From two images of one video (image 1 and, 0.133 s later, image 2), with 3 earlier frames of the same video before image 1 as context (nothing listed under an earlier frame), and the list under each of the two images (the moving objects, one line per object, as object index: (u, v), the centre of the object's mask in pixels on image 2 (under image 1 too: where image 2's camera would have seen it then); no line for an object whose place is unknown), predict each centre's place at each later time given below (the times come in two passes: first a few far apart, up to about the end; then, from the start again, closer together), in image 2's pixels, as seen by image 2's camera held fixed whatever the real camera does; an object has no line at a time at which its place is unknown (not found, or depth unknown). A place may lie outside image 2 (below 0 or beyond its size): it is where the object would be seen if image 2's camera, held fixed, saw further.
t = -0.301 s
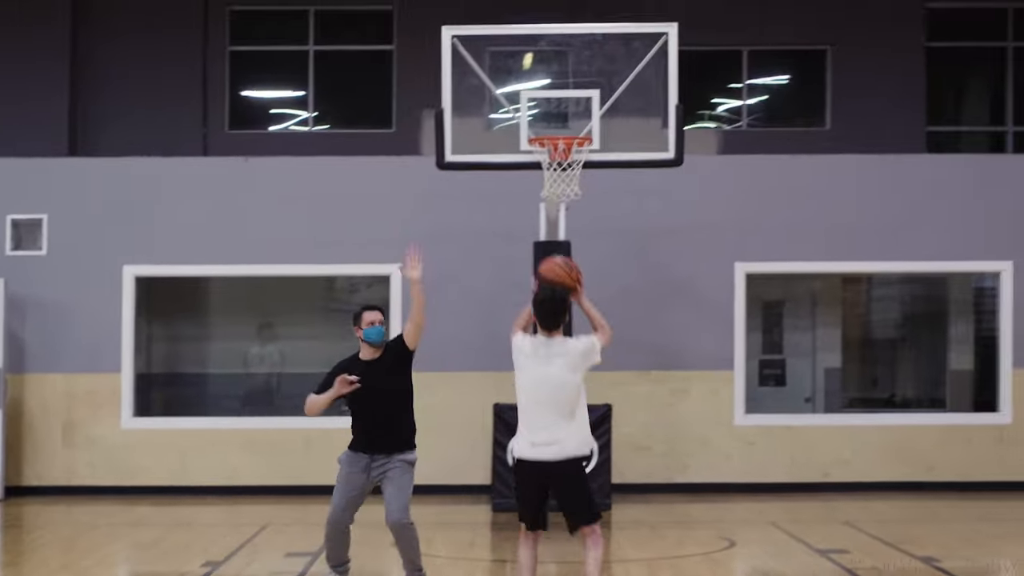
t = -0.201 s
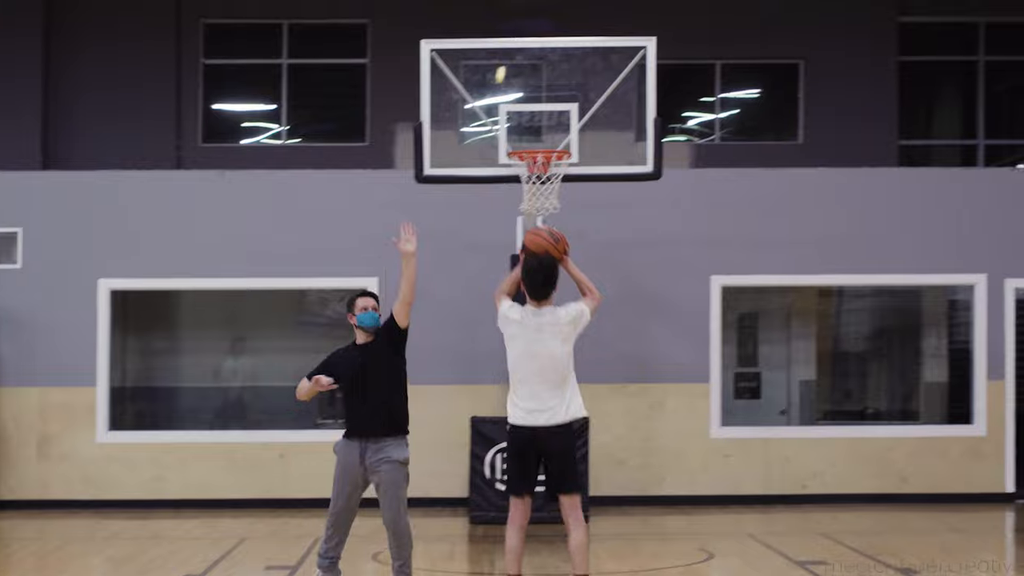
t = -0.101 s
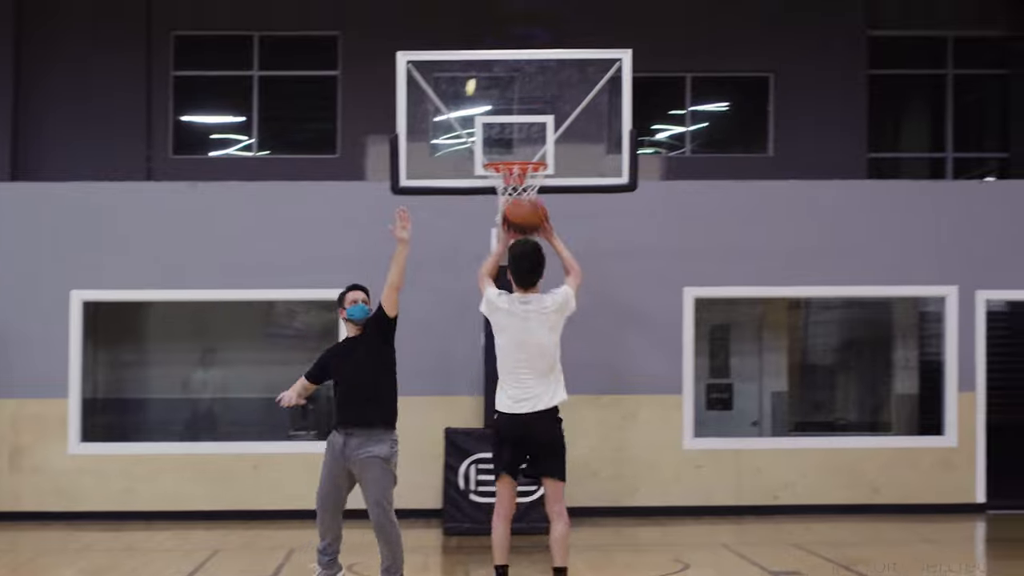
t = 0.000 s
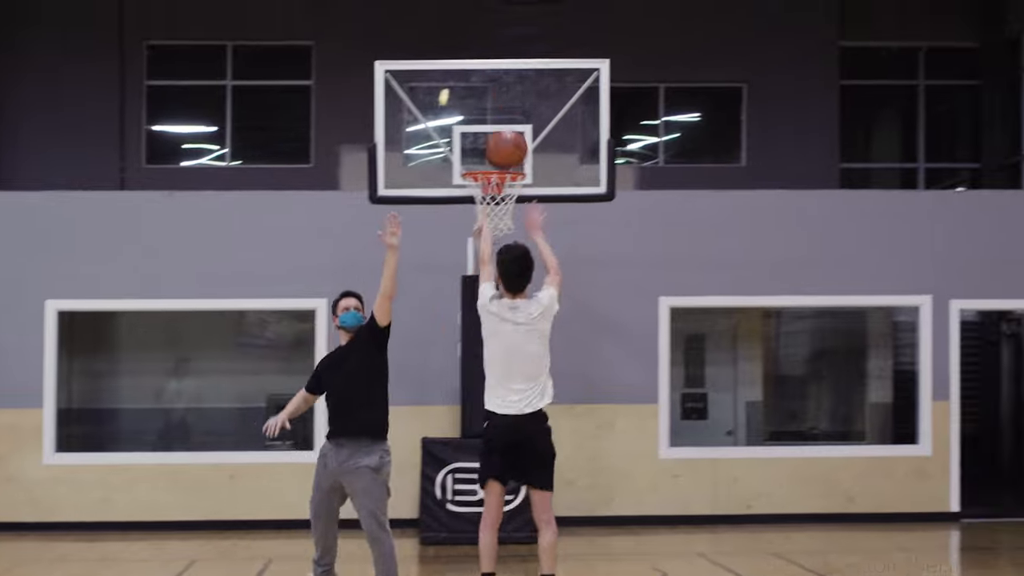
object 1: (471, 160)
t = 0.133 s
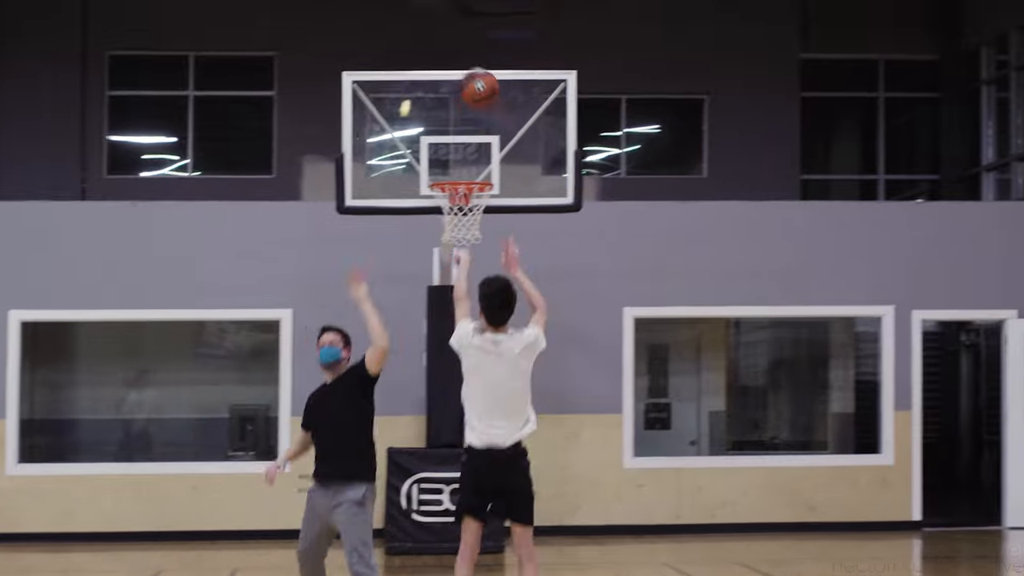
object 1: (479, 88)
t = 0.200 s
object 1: (480, 64)
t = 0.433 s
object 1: (485, 43)
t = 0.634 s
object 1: (485, 84)
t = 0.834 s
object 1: (484, 172)
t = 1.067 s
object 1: (457, 202)
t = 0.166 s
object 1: (479, 75)
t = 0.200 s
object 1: (480, 64)
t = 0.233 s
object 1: (480, 55)
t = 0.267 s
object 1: (481, 50)
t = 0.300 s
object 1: (482, 45)
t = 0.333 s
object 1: (482, 43)
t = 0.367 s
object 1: (483, 41)
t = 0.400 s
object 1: (484, 42)
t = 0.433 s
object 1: (485, 43)
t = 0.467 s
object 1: (485, 47)
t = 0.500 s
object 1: (485, 52)
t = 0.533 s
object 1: (486, 56)
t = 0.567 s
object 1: (486, 64)
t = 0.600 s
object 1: (486, 73)
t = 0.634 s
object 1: (485, 84)
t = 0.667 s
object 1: (485, 95)
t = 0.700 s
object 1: (485, 108)
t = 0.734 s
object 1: (485, 123)
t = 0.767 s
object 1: (485, 139)
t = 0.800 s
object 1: (484, 156)
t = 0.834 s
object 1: (484, 172)
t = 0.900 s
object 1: (466, 195)
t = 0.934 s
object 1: (462, 199)
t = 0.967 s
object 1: (457, 204)
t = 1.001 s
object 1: (455, 204)
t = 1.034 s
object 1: (454, 204)
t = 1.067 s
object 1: (457, 202)
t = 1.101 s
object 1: (460, 205)
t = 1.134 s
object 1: (464, 207)
